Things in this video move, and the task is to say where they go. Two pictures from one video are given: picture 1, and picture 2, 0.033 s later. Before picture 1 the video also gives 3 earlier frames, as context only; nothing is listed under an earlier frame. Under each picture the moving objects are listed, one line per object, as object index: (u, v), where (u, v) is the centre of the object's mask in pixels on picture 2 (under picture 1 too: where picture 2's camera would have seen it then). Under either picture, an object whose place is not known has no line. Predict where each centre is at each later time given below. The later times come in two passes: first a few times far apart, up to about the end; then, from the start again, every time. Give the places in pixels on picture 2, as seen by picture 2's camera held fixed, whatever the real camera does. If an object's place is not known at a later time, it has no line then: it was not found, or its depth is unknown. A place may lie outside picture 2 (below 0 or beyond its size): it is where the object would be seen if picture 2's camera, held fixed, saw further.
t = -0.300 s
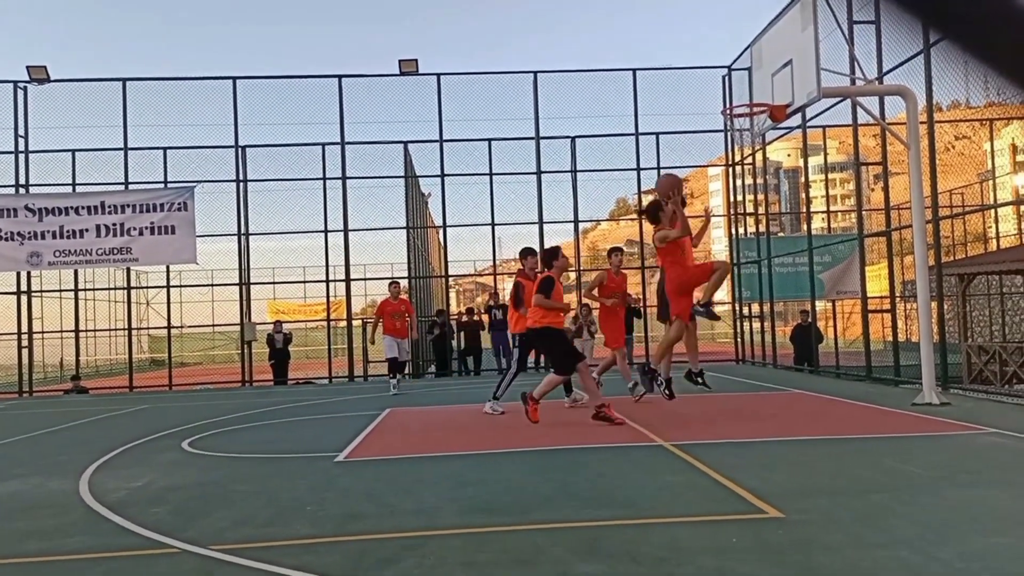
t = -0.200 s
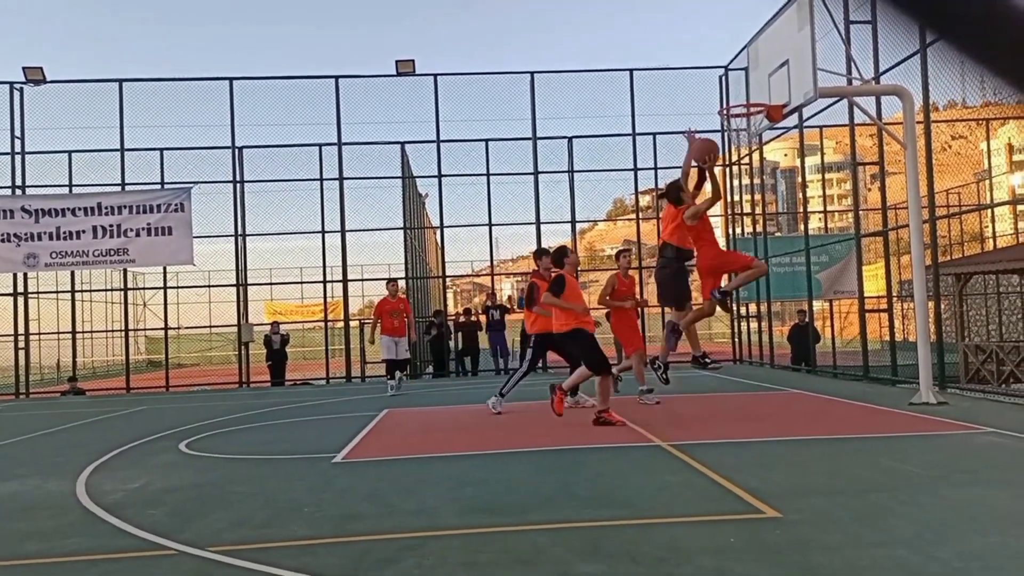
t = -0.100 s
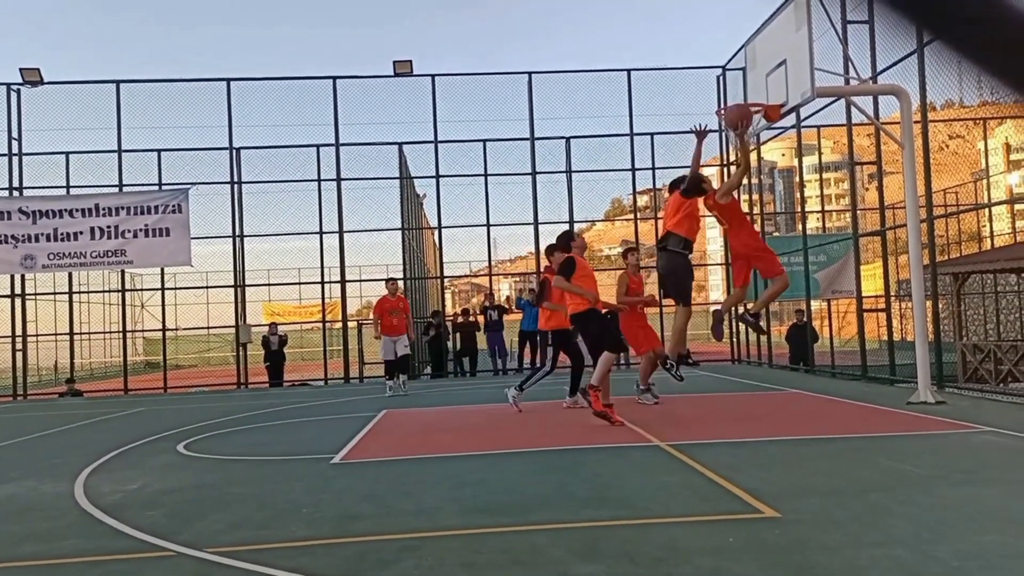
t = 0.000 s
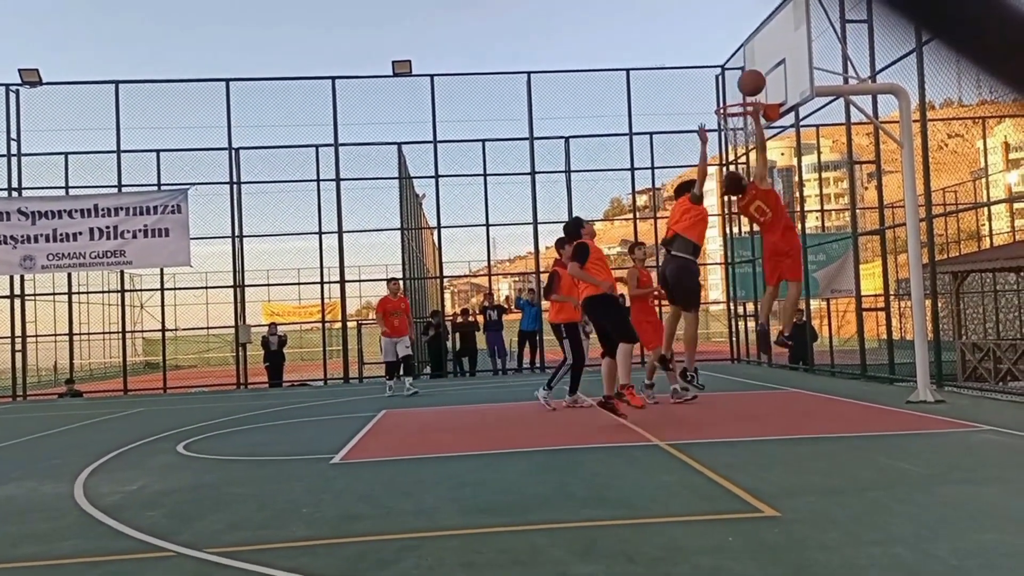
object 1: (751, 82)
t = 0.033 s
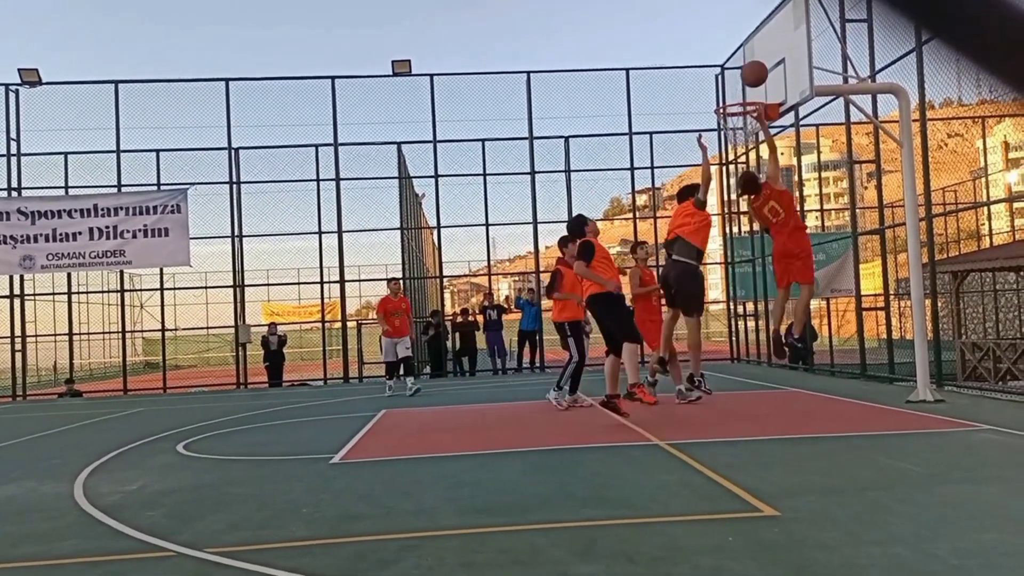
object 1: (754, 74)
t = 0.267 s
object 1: (768, 50)
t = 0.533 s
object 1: (717, 90)
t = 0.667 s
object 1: (695, 133)
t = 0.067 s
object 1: (757, 67)
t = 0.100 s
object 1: (761, 61)
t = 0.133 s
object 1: (764, 56)
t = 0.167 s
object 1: (767, 53)
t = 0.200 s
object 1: (770, 51)
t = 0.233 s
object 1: (774, 50)
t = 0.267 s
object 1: (768, 50)
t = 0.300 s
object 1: (761, 52)
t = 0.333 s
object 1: (754, 54)
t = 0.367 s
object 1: (747, 57)
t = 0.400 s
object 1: (741, 62)
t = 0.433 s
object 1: (735, 67)
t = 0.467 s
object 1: (729, 73)
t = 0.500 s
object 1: (723, 81)
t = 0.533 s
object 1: (717, 90)
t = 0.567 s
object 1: (711, 99)
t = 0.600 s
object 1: (706, 110)
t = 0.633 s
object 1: (700, 121)
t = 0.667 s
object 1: (695, 133)
